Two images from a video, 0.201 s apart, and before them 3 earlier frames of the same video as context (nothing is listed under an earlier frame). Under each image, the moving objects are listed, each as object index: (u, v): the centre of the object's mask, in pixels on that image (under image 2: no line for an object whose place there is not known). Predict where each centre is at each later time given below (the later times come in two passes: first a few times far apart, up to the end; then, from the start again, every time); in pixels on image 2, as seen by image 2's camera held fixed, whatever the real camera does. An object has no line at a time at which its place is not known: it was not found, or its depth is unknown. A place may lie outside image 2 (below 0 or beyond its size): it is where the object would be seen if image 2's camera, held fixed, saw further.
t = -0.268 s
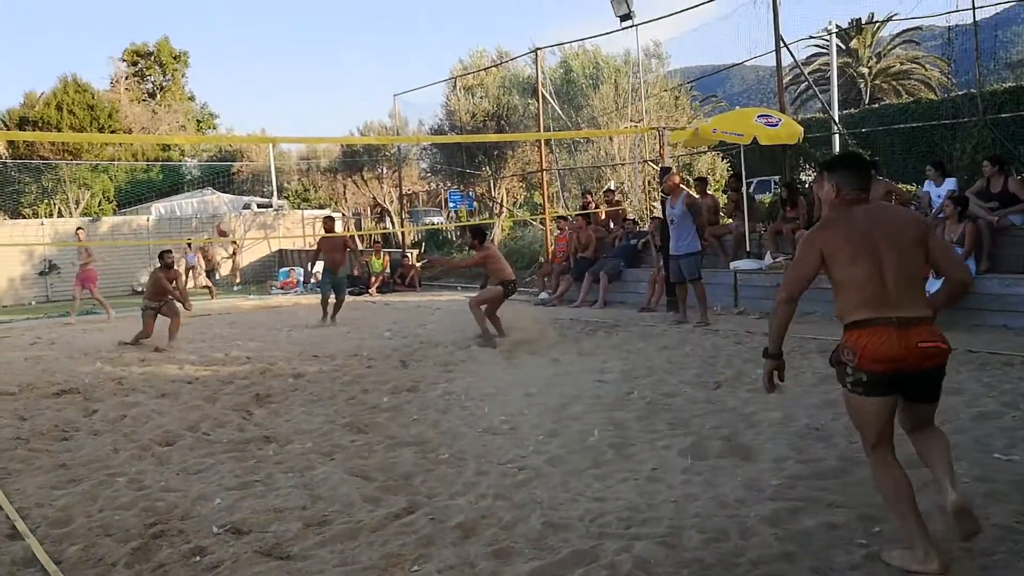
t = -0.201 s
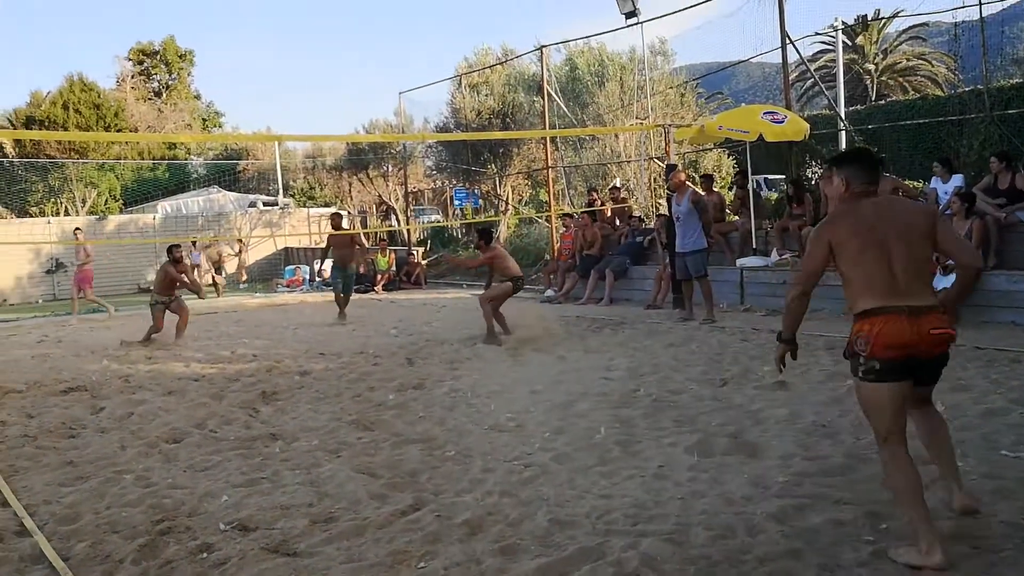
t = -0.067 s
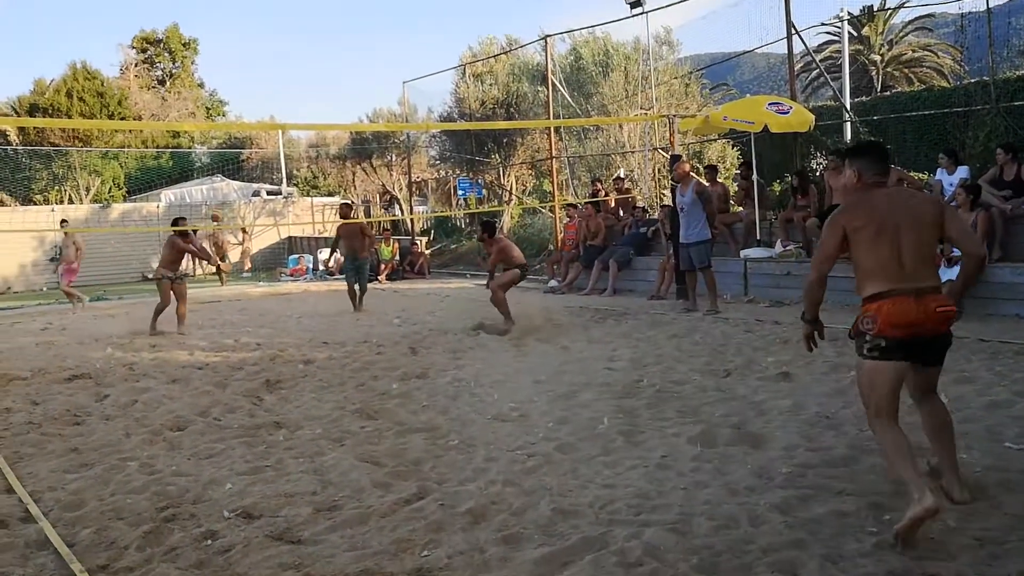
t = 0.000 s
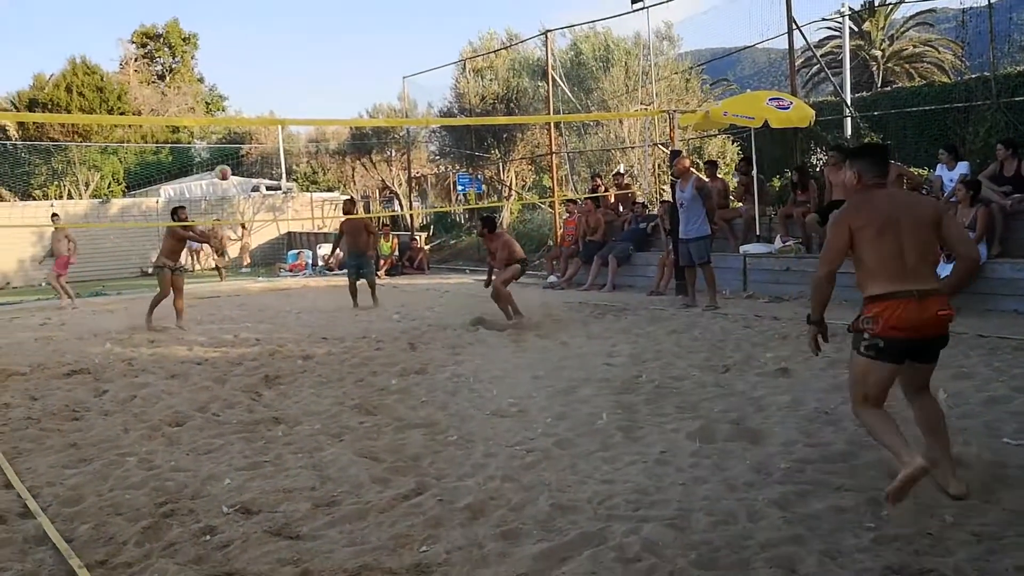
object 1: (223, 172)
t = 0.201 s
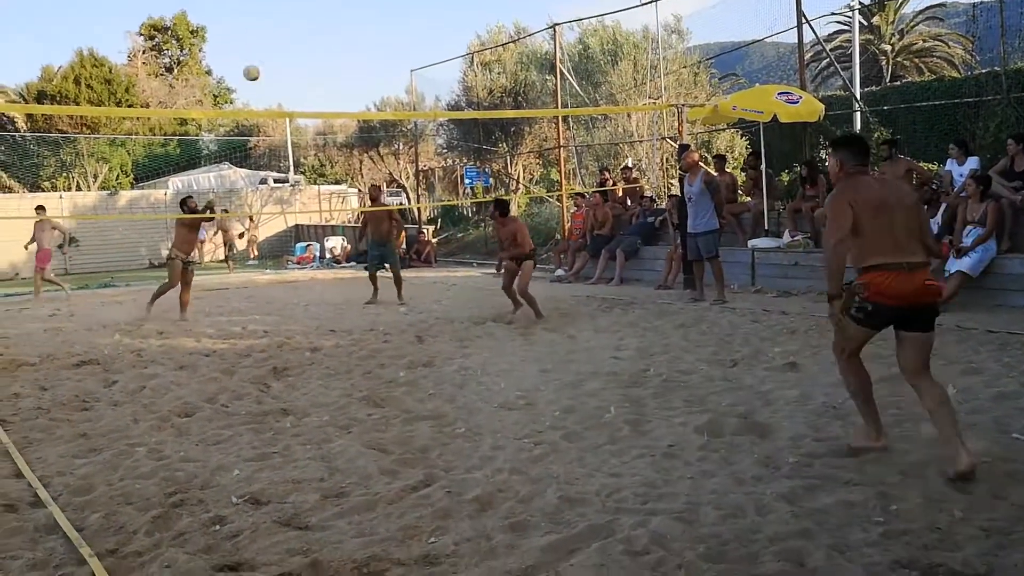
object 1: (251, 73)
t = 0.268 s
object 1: (258, 49)
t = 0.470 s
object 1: (280, -4)
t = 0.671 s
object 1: (307, -21)
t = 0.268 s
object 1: (258, 49)
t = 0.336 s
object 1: (266, 28)
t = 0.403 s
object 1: (272, 10)
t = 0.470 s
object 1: (280, -4)
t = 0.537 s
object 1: (289, -14)
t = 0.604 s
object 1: (298, -20)
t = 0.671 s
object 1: (307, -21)
